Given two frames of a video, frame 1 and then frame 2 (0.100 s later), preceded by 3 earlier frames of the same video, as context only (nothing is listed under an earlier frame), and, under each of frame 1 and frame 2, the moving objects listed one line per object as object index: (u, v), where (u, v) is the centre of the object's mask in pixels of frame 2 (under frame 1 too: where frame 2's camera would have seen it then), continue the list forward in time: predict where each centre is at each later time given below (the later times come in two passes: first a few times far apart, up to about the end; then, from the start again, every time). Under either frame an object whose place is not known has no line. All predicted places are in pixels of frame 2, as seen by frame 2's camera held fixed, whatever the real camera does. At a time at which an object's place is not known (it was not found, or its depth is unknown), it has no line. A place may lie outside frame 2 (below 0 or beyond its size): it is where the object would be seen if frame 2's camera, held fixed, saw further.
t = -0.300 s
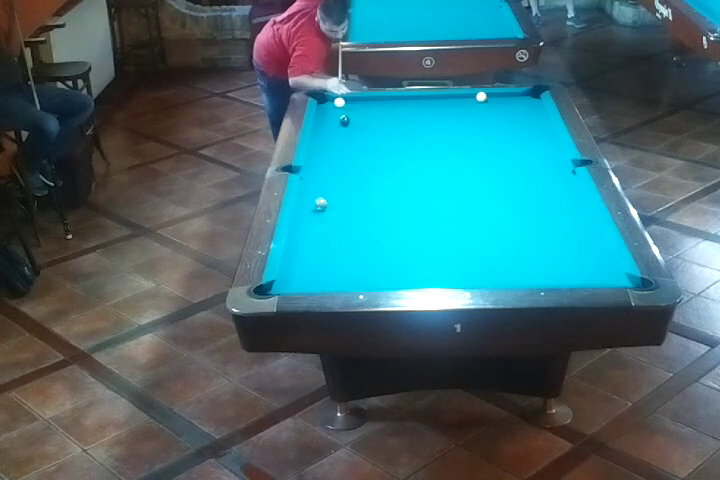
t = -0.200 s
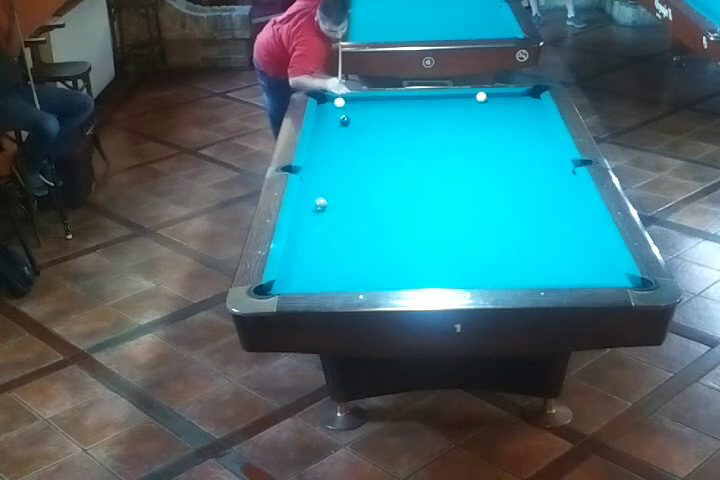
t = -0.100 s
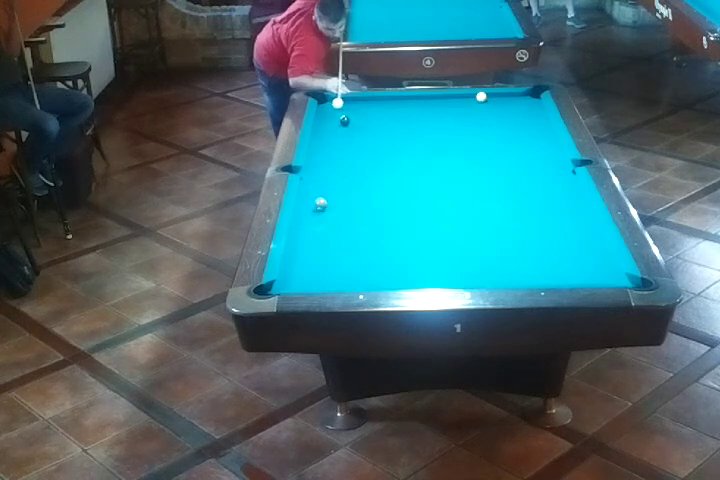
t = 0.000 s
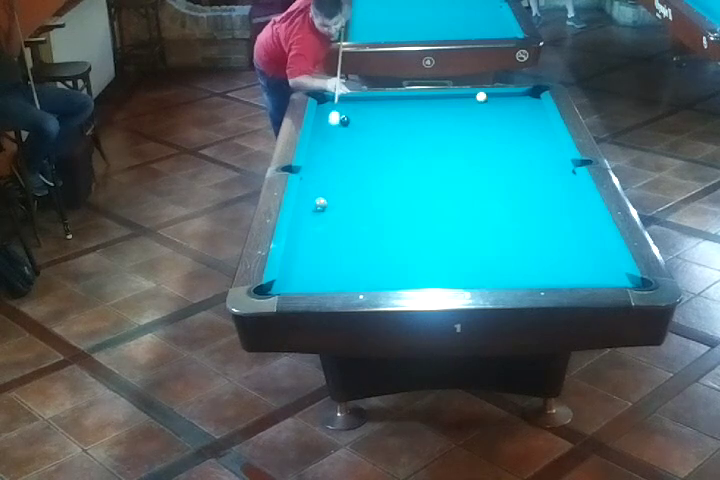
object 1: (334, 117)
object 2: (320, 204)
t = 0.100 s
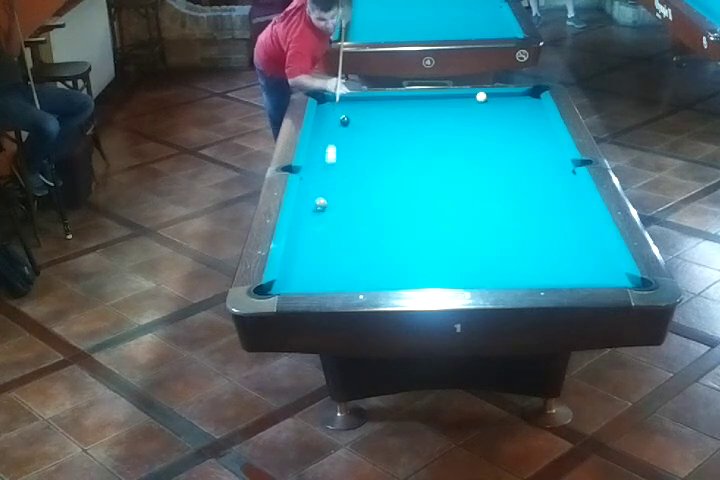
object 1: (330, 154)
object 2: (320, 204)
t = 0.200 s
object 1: (326, 177)
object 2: (320, 204)
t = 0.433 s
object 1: (343, 199)
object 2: (289, 258)
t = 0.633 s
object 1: (362, 200)
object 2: (285, 277)
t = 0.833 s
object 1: (380, 200)
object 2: (300, 257)
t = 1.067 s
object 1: (400, 201)
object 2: (319, 237)
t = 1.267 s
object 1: (416, 201)
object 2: (333, 222)
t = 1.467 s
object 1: (432, 202)
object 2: (345, 208)
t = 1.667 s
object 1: (446, 202)
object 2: (358, 195)
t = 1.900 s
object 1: (462, 202)
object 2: (370, 182)
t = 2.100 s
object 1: (475, 202)
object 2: (380, 171)
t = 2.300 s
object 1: (488, 203)
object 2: (389, 161)
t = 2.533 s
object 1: (501, 203)
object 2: (399, 150)
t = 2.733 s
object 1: (511, 203)
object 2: (406, 143)
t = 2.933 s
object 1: (521, 203)
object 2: (414, 134)
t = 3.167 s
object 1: (531, 204)
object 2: (421, 126)
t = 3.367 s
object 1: (538, 205)
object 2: (428, 120)
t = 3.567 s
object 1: (545, 205)
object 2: (433, 113)
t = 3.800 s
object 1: (553, 205)
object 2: (439, 107)
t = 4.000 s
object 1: (558, 206)
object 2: (445, 101)
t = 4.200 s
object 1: (562, 206)
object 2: (449, 96)
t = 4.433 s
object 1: (566, 206)
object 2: (454, 98)
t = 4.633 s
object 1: (569, 206)
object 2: (457, 101)
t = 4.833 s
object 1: (570, 206)
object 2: (461, 104)
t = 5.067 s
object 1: (572, 206)
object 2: (464, 107)
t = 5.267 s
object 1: (572, 206)
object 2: (467, 109)
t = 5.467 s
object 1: (571, 206)
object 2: (470, 112)
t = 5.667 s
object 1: (571, 206)
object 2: (473, 114)
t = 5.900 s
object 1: (571, 206)
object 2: (475, 116)
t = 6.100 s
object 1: (571, 206)
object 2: (478, 118)
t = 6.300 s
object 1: (571, 206)
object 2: (480, 120)
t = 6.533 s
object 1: (571, 206)
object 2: (482, 121)
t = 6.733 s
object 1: (571, 206)
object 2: (483, 122)
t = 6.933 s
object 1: (571, 206)
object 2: (485, 123)
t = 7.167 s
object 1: (571, 206)
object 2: (486, 124)
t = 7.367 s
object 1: (571, 206)
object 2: (487, 125)
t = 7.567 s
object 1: (571, 206)
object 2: (487, 125)
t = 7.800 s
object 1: (571, 206)
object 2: (487, 125)
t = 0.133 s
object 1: (329, 163)
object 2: (320, 204)
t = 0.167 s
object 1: (328, 168)
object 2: (320, 204)
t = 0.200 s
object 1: (326, 177)
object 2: (320, 204)
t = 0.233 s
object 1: (325, 188)
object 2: (320, 204)
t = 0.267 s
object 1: (326, 198)
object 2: (317, 209)
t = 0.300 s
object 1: (330, 199)
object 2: (312, 217)
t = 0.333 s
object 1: (334, 199)
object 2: (305, 228)
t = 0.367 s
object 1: (337, 199)
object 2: (298, 238)
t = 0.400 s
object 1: (340, 199)
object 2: (291, 249)
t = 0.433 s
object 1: (343, 199)
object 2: (289, 258)
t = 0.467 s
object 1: (346, 200)
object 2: (291, 268)
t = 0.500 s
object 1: (350, 200)
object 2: (293, 276)
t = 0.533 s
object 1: (353, 200)
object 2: (295, 282)
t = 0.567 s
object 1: (356, 199)
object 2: (294, 283)
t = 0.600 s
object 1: (359, 200)
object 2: (289, 281)
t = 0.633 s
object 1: (362, 200)
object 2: (285, 277)
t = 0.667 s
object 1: (365, 200)
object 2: (285, 273)
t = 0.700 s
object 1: (368, 200)
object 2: (288, 270)
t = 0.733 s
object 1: (371, 200)
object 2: (292, 267)
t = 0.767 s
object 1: (374, 200)
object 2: (294, 263)
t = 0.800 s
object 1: (377, 200)
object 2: (297, 260)
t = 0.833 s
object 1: (380, 200)
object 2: (300, 257)
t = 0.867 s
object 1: (383, 201)
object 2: (303, 254)
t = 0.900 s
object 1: (386, 201)
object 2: (306, 251)
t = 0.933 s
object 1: (389, 201)
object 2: (309, 248)
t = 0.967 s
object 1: (392, 201)
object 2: (311, 245)
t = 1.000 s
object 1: (394, 201)
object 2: (313, 243)
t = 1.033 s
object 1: (397, 201)
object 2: (316, 240)
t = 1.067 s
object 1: (400, 201)
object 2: (319, 237)
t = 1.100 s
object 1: (403, 201)
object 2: (322, 234)
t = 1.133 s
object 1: (406, 201)
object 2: (324, 232)
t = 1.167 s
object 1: (408, 201)
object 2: (326, 229)
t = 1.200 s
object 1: (411, 201)
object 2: (328, 227)
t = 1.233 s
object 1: (414, 201)
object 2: (330, 225)
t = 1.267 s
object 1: (416, 201)
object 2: (333, 222)
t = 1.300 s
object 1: (419, 202)
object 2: (335, 219)
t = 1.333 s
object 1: (422, 202)
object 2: (337, 217)
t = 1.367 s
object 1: (424, 201)
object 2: (339, 214)
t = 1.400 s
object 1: (427, 202)
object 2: (341, 212)
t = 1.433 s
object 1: (429, 202)
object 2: (344, 210)
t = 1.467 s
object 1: (432, 202)
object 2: (345, 208)
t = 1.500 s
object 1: (434, 202)
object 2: (348, 206)
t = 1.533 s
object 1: (437, 202)
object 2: (349, 204)
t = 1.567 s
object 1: (439, 202)
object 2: (351, 201)
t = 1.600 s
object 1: (442, 202)
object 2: (354, 199)
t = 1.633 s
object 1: (444, 202)
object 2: (356, 197)
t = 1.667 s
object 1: (446, 202)
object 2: (358, 195)
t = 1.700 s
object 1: (449, 202)
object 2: (359, 193)
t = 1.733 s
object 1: (451, 202)
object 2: (361, 191)
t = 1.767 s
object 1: (453, 202)
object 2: (363, 189)
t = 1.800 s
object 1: (456, 202)
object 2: (365, 188)
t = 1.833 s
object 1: (458, 202)
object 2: (367, 185)
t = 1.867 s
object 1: (460, 202)
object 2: (368, 183)
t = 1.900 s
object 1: (462, 202)
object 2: (370, 182)
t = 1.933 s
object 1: (465, 202)
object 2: (372, 180)
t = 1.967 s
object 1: (467, 202)
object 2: (373, 178)
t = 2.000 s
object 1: (469, 202)
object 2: (375, 176)
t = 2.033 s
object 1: (471, 202)
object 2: (377, 174)
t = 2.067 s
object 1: (473, 202)
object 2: (378, 173)
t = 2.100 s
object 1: (475, 202)
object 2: (380, 171)
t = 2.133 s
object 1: (478, 202)
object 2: (381, 169)
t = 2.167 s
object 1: (480, 202)
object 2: (382, 167)
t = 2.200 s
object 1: (482, 202)
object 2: (385, 166)
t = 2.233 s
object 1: (484, 202)
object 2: (386, 164)
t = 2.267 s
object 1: (486, 203)
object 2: (387, 163)
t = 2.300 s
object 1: (488, 203)
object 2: (389, 161)
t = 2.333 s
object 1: (489, 203)
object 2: (390, 160)
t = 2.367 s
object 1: (491, 203)
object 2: (392, 158)
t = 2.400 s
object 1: (493, 203)
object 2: (393, 157)
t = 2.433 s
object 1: (495, 203)
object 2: (394, 155)
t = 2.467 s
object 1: (497, 203)
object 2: (396, 154)
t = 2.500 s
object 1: (499, 203)
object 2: (397, 152)
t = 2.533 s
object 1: (501, 203)
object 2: (399, 150)
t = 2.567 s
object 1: (502, 203)
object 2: (400, 149)
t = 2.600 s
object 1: (504, 203)
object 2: (401, 148)
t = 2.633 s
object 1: (506, 203)
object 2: (402, 147)
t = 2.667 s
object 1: (508, 203)
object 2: (404, 145)
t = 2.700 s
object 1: (509, 203)
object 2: (405, 144)
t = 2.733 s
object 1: (511, 203)
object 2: (406, 143)
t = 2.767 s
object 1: (513, 203)
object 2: (408, 141)
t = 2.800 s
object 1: (514, 203)
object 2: (409, 140)
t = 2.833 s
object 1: (516, 203)
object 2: (410, 139)
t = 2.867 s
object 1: (517, 203)
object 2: (411, 137)
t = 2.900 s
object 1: (519, 203)
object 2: (412, 136)
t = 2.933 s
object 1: (521, 203)
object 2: (414, 134)
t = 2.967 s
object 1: (522, 203)
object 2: (415, 133)
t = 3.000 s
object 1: (524, 203)
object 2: (416, 132)
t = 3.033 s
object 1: (525, 204)
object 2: (417, 131)
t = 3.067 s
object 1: (526, 204)
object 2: (418, 130)
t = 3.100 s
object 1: (528, 204)
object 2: (419, 129)
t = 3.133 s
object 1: (529, 204)
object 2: (420, 127)
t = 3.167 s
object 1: (531, 204)
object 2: (421, 126)
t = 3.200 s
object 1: (532, 204)
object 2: (422, 125)
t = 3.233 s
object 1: (533, 204)
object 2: (423, 124)
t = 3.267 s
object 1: (534, 204)
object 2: (424, 123)
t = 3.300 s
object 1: (536, 204)
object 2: (425, 122)
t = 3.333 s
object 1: (537, 205)
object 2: (427, 121)
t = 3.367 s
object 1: (538, 205)
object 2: (428, 120)
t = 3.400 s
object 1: (540, 205)
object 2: (429, 118)
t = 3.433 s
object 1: (541, 205)
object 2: (429, 117)
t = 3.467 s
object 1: (542, 205)
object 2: (430, 117)
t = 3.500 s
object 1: (543, 205)
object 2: (431, 116)
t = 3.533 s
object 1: (544, 205)
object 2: (432, 114)
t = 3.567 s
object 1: (545, 205)
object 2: (433, 113)
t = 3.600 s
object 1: (547, 205)
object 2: (434, 113)
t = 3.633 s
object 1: (548, 205)
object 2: (435, 111)
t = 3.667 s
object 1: (549, 205)
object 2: (436, 110)
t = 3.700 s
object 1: (550, 205)
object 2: (437, 109)
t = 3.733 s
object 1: (551, 205)
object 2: (438, 109)
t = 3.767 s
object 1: (552, 205)
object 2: (438, 108)
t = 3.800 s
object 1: (553, 205)
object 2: (439, 107)
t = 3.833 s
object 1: (553, 205)
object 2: (440, 106)
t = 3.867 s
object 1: (554, 205)
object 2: (441, 105)
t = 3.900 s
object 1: (555, 205)
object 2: (442, 104)
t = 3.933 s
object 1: (556, 206)
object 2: (443, 103)
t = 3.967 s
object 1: (557, 206)
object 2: (444, 102)
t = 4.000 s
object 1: (558, 206)
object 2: (445, 101)
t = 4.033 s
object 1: (559, 206)
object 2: (445, 100)
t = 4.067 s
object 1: (559, 206)
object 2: (446, 100)
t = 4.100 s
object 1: (560, 206)
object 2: (447, 99)
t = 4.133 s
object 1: (561, 206)
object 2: (448, 98)
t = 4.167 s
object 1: (562, 206)
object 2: (449, 97)
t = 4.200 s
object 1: (562, 206)
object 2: (449, 96)
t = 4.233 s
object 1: (563, 206)
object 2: (450, 96)
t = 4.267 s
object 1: (563, 206)
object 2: (450, 96)
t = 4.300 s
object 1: (564, 206)
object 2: (451, 96)
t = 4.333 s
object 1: (565, 206)
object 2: (452, 97)
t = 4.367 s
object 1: (565, 206)
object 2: (452, 97)
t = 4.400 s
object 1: (566, 206)
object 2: (453, 98)
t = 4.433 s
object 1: (566, 206)
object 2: (454, 98)
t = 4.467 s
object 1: (567, 206)
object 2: (454, 99)
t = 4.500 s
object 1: (567, 206)
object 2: (455, 100)
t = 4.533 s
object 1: (568, 206)
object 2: (456, 100)
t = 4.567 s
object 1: (568, 206)
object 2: (456, 100)
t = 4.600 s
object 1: (568, 206)
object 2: (456, 101)
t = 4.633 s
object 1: (569, 206)
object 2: (457, 101)
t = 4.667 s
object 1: (569, 206)
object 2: (458, 102)
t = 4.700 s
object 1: (569, 206)
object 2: (458, 102)
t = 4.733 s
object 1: (569, 206)
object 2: (459, 103)
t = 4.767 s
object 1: (570, 206)
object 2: (459, 103)
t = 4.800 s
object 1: (570, 206)
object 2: (460, 103)
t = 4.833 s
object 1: (570, 206)
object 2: (461, 104)
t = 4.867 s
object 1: (571, 206)
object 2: (461, 104)
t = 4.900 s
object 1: (571, 206)
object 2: (462, 104)
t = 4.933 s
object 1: (571, 206)
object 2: (462, 105)
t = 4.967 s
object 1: (571, 206)
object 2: (463, 106)
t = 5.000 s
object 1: (571, 206)
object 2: (463, 106)
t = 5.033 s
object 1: (571, 206)
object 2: (464, 107)
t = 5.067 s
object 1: (572, 206)
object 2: (464, 107)
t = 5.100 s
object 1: (572, 206)
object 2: (465, 107)
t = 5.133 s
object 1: (572, 206)
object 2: (466, 108)
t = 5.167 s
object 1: (572, 206)
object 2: (466, 108)
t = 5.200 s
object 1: (571, 206)
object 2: (466, 108)
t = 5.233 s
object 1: (572, 206)
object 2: (467, 109)
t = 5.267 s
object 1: (572, 206)
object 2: (467, 109)
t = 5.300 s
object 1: (572, 206)
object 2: (468, 110)
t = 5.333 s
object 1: (572, 206)
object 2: (468, 110)
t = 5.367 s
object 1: (572, 206)
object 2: (469, 111)
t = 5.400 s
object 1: (571, 206)
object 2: (469, 111)
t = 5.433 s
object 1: (571, 206)
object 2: (470, 112)
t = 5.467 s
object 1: (571, 206)
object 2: (470, 112)
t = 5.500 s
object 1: (571, 206)
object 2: (470, 112)
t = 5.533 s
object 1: (571, 206)
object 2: (471, 112)
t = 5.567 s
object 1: (571, 206)
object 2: (471, 113)
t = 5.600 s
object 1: (571, 206)
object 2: (472, 113)
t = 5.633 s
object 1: (571, 206)
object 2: (472, 113)
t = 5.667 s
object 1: (571, 206)
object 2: (473, 114)
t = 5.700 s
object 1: (571, 206)
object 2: (474, 114)
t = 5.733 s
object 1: (571, 206)
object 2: (474, 114)
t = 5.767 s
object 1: (571, 206)
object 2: (474, 115)
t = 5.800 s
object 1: (571, 206)
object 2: (474, 115)
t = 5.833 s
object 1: (571, 206)
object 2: (475, 116)
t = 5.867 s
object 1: (571, 206)
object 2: (475, 116)
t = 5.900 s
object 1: (571, 206)
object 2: (475, 116)
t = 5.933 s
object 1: (571, 206)
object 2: (476, 116)
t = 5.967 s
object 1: (571, 206)
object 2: (477, 117)
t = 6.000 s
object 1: (571, 206)
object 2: (477, 117)
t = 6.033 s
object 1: (571, 206)
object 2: (477, 117)
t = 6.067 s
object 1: (571, 206)
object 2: (477, 117)
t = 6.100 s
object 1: (571, 206)
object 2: (478, 118)
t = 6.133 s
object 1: (571, 206)
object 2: (478, 118)
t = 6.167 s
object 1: (571, 206)
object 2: (478, 118)
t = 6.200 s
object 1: (571, 206)
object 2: (479, 119)
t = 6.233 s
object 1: (571, 206)
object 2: (479, 119)
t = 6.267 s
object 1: (571, 206)
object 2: (479, 119)
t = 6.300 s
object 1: (571, 206)
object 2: (480, 120)
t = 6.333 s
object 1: (571, 206)
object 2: (480, 120)
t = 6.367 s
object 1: (571, 206)
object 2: (481, 120)
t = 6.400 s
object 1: (571, 206)
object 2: (481, 120)
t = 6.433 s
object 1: (571, 206)
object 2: (481, 121)
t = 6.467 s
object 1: (571, 206)
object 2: (482, 121)
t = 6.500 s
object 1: (571, 206)
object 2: (482, 121)
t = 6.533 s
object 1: (571, 206)
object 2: (482, 121)
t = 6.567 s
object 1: (571, 206)
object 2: (482, 121)
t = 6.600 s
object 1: (571, 206)
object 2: (482, 121)
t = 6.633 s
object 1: (571, 206)
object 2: (483, 122)
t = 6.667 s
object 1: (571, 206)
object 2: (483, 122)
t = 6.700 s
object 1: (571, 206)
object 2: (483, 122)
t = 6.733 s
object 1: (571, 206)
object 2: (483, 122)
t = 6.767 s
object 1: (571, 206)
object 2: (484, 122)
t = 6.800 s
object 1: (571, 206)
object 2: (484, 122)
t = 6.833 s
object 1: (571, 206)
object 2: (485, 123)
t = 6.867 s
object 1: (571, 206)
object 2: (485, 123)
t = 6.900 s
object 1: (571, 206)
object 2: (485, 123)
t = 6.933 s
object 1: (571, 206)
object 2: (485, 123)
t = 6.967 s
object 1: (571, 206)
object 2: (485, 123)
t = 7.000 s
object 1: (571, 206)
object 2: (485, 123)
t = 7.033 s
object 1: (571, 206)
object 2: (486, 124)
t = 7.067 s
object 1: (571, 206)
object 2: (486, 124)
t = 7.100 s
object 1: (571, 206)
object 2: (486, 124)
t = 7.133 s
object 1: (571, 206)
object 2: (486, 124)
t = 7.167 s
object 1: (571, 206)
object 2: (486, 124)
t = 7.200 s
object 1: (571, 206)
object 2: (487, 124)
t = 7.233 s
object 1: (571, 206)
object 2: (487, 125)
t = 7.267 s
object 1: (571, 206)
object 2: (487, 125)
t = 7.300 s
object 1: (571, 206)
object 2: (487, 125)
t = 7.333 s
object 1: (571, 206)
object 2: (487, 125)
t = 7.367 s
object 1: (571, 206)
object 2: (487, 125)
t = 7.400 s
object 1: (571, 206)
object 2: (487, 125)
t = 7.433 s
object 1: (571, 206)
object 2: (487, 125)
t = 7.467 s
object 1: (571, 206)
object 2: (487, 125)
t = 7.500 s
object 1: (571, 206)
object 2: (487, 125)
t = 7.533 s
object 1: (571, 206)
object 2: (487, 125)
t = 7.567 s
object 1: (571, 206)
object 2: (487, 125)
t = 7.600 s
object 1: (571, 206)
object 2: (487, 125)
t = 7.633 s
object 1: (571, 206)
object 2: (487, 125)
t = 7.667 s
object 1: (571, 206)
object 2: (487, 125)
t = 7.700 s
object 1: (571, 206)
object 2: (487, 126)
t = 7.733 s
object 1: (571, 206)
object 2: (487, 125)
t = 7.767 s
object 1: (571, 206)
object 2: (487, 125)
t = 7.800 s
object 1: (571, 206)
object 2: (487, 125)
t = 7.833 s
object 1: (571, 206)
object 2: (487, 125)
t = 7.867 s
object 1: (571, 206)
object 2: (487, 125)
